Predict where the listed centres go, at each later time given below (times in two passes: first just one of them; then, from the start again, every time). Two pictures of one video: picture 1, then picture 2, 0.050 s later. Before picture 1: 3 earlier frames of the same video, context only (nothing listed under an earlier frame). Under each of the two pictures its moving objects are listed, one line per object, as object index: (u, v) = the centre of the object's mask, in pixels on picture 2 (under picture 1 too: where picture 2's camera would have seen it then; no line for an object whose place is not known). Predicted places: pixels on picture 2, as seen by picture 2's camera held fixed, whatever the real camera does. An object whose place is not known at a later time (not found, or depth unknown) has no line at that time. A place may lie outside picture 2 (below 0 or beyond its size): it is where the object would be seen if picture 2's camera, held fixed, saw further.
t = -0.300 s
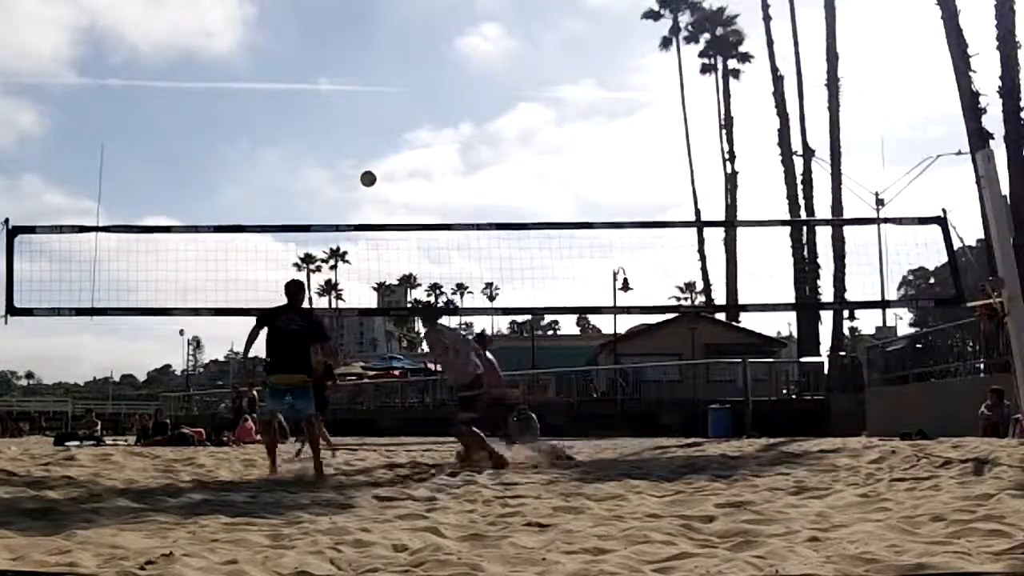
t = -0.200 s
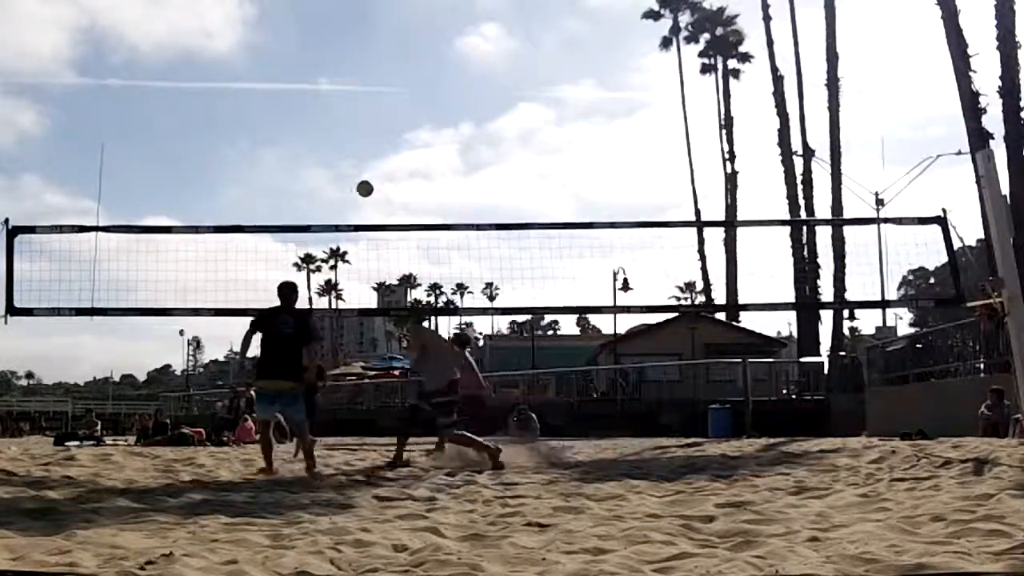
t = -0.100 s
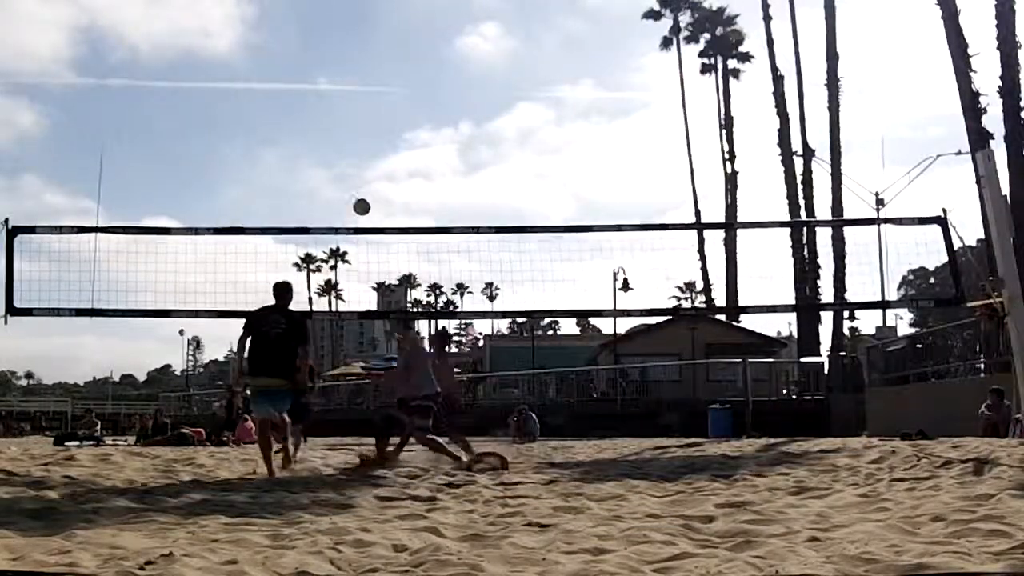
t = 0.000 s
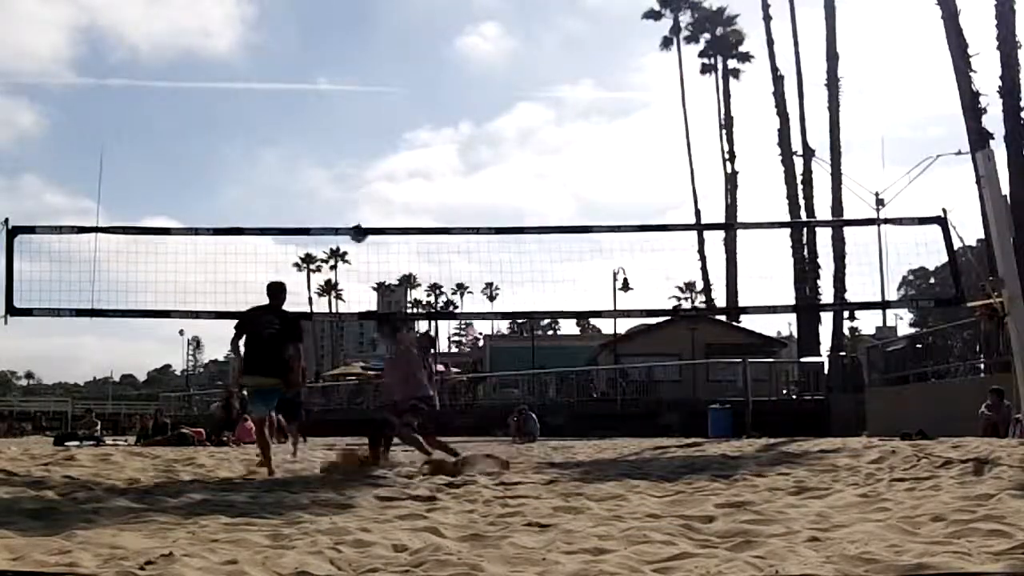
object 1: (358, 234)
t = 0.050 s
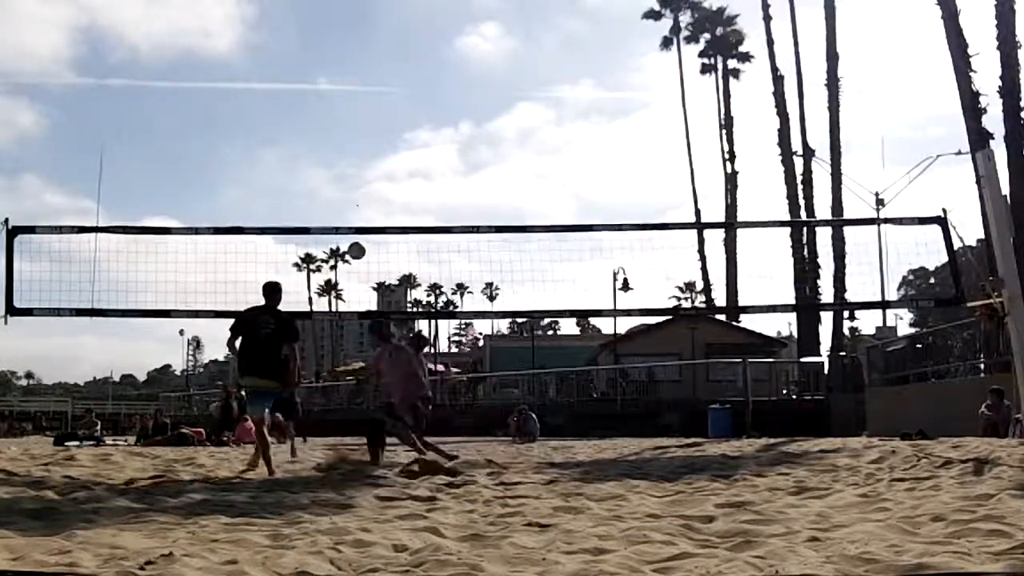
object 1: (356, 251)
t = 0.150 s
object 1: (353, 293)
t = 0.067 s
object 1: (356, 257)
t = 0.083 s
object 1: (355, 264)
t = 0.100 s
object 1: (354, 270)
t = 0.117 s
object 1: (354, 278)
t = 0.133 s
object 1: (353, 285)
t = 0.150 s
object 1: (353, 293)
